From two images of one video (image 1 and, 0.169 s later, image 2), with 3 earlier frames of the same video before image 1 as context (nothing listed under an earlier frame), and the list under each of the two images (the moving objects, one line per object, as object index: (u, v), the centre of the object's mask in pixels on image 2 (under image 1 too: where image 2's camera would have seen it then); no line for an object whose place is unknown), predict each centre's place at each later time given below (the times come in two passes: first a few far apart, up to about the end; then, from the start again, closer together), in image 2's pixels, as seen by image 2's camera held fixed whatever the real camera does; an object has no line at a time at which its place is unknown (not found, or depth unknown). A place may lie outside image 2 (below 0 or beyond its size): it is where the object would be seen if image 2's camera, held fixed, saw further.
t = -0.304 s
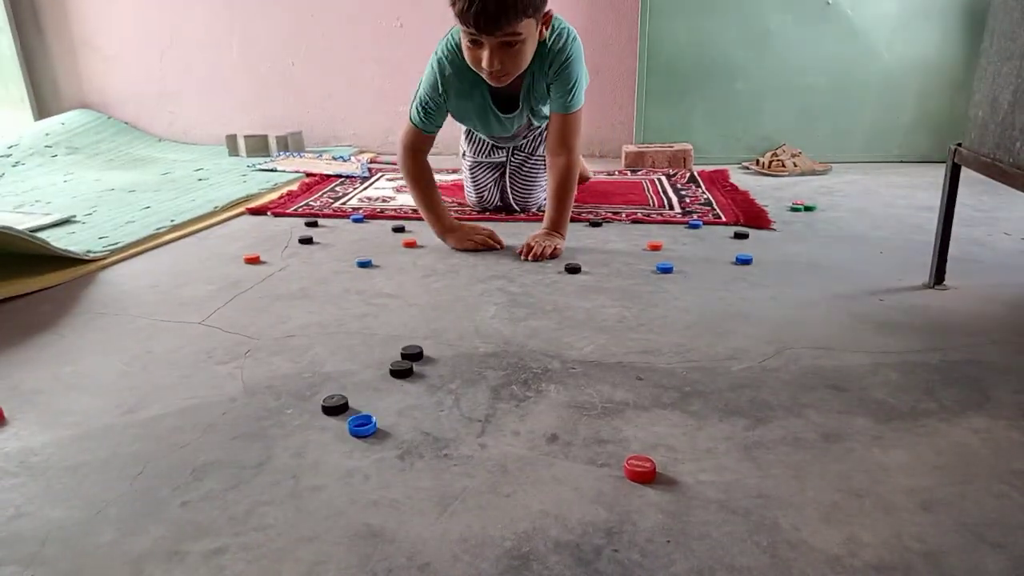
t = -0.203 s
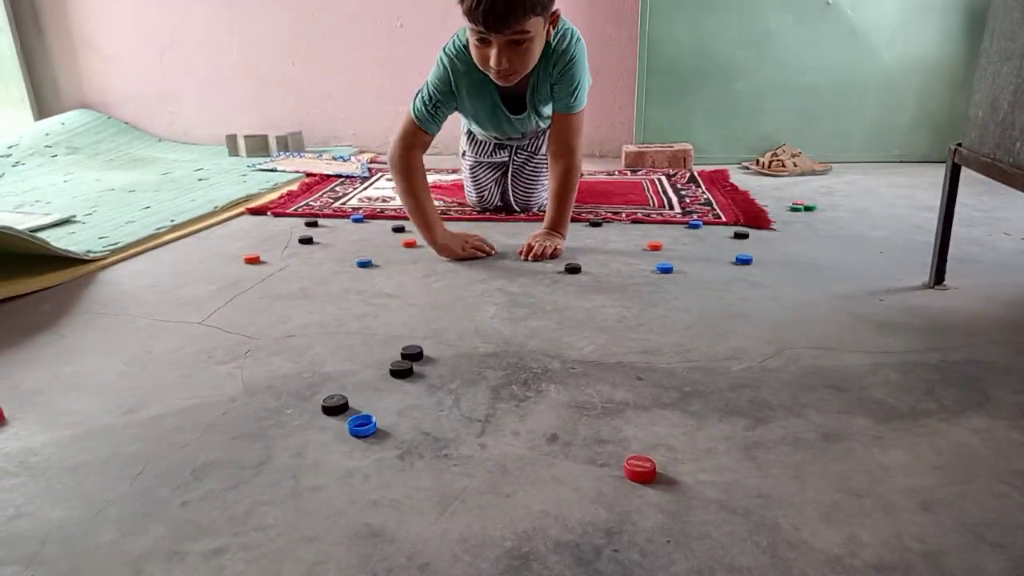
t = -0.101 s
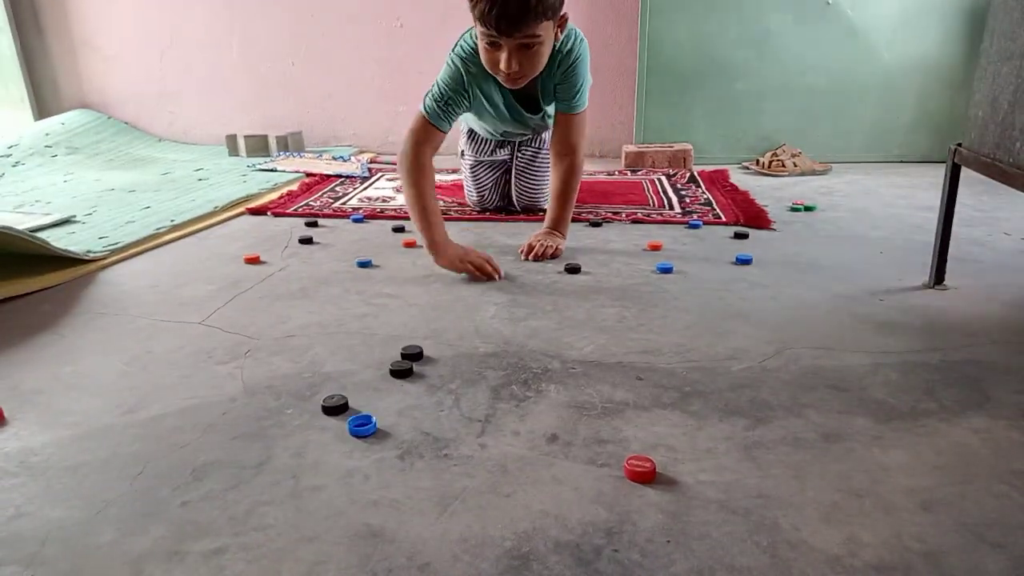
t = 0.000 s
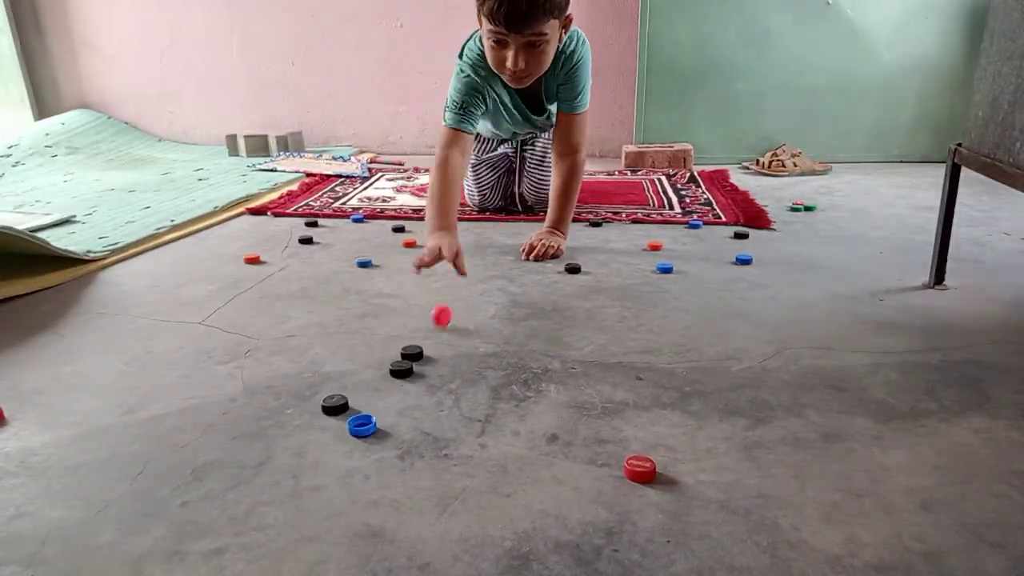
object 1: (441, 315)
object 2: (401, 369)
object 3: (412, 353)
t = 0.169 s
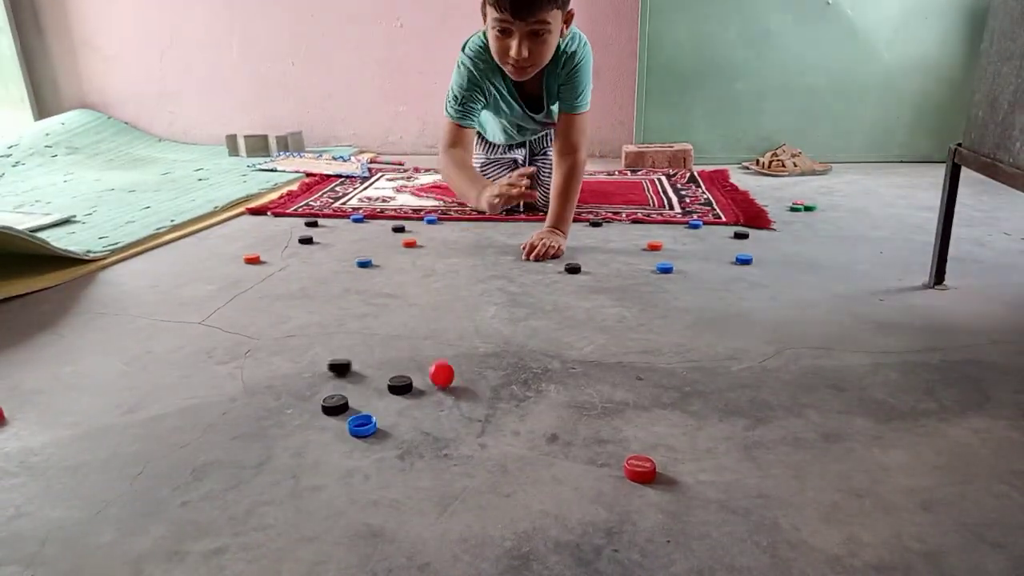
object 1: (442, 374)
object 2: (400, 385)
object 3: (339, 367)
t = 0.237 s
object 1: (451, 383)
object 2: (401, 386)
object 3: (313, 371)
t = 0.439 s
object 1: (462, 437)
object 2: (401, 386)
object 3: (293, 375)
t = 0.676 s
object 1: (466, 440)
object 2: (401, 386)
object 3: (293, 374)
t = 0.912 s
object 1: (467, 440)
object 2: (401, 386)
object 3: (293, 374)
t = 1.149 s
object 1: (467, 441)
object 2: (401, 386)
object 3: (293, 375)
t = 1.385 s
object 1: (467, 440)
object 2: (401, 386)
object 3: (293, 374)
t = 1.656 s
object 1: (467, 440)
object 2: (401, 386)
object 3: (293, 375)
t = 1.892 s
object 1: (467, 440)
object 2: (401, 386)
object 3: (293, 375)
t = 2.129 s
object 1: (467, 440)
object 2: (401, 386)
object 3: (293, 374)
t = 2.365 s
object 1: (467, 440)
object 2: (401, 386)
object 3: (293, 374)
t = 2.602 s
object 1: (468, 441)
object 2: (401, 386)
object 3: (293, 375)
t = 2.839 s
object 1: (467, 441)
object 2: (401, 386)
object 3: (293, 375)
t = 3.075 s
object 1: (468, 441)
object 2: (401, 386)
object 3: (293, 375)
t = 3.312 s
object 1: (467, 441)
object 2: (401, 386)
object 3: (293, 375)
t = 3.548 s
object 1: (468, 441)
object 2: (401, 386)
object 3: (293, 374)
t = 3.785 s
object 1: (468, 441)
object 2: (401, 386)
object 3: (293, 375)
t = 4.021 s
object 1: (467, 441)
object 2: (401, 386)
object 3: (293, 375)
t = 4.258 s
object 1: (467, 441)
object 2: (401, 386)
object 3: (293, 375)
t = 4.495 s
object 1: (467, 441)
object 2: (401, 386)
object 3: (293, 375)
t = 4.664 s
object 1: (467, 441)
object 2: (401, 386)
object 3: (293, 375)
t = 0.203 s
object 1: (443, 377)
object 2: (401, 386)
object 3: (325, 369)
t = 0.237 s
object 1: (451, 383)
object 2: (401, 386)
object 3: (313, 371)
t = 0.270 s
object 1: (456, 396)
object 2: (401, 386)
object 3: (305, 370)
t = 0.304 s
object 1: (455, 406)
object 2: (401, 386)
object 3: (300, 372)
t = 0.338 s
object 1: (458, 411)
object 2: (401, 386)
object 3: (297, 371)
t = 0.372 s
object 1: (459, 419)
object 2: (401, 386)
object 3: (294, 374)
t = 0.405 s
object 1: (461, 429)
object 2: (401, 386)
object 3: (293, 375)
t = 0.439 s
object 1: (462, 437)
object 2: (401, 386)
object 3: (293, 375)
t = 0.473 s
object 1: (461, 437)
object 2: (401, 386)
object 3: (293, 375)
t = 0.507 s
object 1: (463, 440)
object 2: (401, 386)
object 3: (293, 375)
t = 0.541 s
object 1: (462, 440)
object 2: (401, 386)
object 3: (293, 375)
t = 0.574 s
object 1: (463, 441)
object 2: (401, 386)
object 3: (293, 375)
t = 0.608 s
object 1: (465, 440)
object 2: (401, 386)
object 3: (293, 375)
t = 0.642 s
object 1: (464, 439)
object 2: (401, 386)
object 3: (293, 375)
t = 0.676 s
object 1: (466, 440)
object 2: (401, 386)
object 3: (293, 374)
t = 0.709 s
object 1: (465, 439)
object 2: (401, 386)
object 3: (293, 375)
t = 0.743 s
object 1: (466, 440)
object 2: (401, 386)
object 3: (293, 375)
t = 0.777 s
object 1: (467, 440)
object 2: (401, 386)
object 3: (293, 375)
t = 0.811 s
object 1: (467, 440)
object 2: (401, 386)
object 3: (293, 374)
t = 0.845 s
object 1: (467, 440)
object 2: (401, 386)
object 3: (293, 374)
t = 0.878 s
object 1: (467, 440)
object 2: (401, 386)
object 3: (293, 374)
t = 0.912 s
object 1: (467, 440)
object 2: (401, 386)
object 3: (293, 374)
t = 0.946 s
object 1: (467, 440)
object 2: (401, 386)
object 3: (293, 374)
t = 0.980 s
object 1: (467, 440)
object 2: (401, 386)
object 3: (293, 375)
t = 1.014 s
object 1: (467, 440)
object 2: (401, 386)
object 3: (293, 375)
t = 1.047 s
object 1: (467, 441)
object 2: (401, 386)
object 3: (293, 375)
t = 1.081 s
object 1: (467, 440)
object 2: (401, 386)
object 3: (293, 375)
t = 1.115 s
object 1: (467, 440)
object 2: (401, 386)
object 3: (293, 374)
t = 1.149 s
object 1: (467, 441)
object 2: (401, 386)
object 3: (293, 375)
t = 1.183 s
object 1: (467, 440)
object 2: (401, 386)
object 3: (293, 374)
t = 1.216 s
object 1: (467, 440)
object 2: (401, 386)
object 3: (293, 374)
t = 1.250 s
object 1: (467, 440)
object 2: (401, 386)
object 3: (293, 374)
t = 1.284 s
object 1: (467, 441)
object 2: (401, 386)
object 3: (293, 374)
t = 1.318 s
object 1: (467, 441)
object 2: (401, 386)
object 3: (293, 374)
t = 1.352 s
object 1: (467, 441)
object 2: (401, 386)
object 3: (293, 374)
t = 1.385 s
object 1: (467, 440)
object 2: (401, 386)
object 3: (293, 374)
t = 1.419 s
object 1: (467, 441)
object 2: (401, 386)
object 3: (293, 374)
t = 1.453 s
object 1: (467, 440)
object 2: (401, 386)
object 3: (293, 374)
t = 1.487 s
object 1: (467, 440)
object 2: (401, 386)
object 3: (293, 374)
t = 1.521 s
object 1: (467, 440)
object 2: (401, 386)
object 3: (293, 374)
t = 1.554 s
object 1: (467, 440)
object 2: (401, 386)
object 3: (293, 374)
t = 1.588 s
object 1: (467, 440)
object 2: (401, 386)
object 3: (293, 375)
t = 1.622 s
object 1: (467, 440)
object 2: (401, 386)
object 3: (293, 375)
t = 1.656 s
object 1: (467, 440)
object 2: (401, 386)
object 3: (293, 375)
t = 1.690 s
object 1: (467, 441)
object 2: (401, 386)
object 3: (293, 375)
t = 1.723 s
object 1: (467, 440)
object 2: (401, 386)
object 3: (293, 375)
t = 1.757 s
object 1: (467, 440)
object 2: (401, 386)
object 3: (293, 375)
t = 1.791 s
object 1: (467, 440)
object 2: (401, 386)
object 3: (293, 374)
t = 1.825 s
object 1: (467, 440)
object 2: (401, 386)
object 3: (293, 374)
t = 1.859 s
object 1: (467, 440)
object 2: (401, 386)
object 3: (293, 374)
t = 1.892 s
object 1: (467, 440)
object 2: (401, 386)
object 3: (293, 375)
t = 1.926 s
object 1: (467, 440)
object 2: (401, 386)
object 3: (293, 375)
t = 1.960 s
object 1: (467, 440)
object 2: (401, 386)
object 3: (293, 375)
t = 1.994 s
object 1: (467, 440)
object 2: (401, 386)
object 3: (293, 374)
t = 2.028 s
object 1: (467, 440)
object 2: (401, 386)
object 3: (293, 374)
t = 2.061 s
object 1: (467, 440)
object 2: (401, 386)
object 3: (293, 374)
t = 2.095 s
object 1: (467, 440)
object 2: (401, 386)
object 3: (293, 374)
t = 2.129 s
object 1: (467, 440)
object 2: (401, 386)
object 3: (293, 374)
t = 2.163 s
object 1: (467, 440)
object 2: (401, 386)
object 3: (293, 374)
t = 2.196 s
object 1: (467, 440)
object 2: (401, 386)
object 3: (293, 374)
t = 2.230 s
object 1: (467, 441)
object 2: (401, 386)
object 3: (293, 374)
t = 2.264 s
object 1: (467, 440)
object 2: (401, 386)
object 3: (293, 374)
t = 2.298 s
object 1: (467, 440)
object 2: (401, 386)
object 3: (293, 374)
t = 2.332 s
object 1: (467, 440)
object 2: (401, 386)
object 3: (293, 374)
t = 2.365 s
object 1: (467, 440)
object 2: (401, 386)
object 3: (293, 374)
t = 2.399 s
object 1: (467, 441)
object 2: (401, 386)
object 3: (293, 374)
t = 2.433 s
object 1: (467, 440)
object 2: (401, 386)
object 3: (293, 374)
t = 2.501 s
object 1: (468, 441)
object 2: (401, 386)
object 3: (293, 375)
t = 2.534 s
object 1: (467, 441)
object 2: (401, 386)
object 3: (293, 375)
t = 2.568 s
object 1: (468, 441)
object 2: (401, 386)
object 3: (293, 374)
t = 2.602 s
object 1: (468, 441)
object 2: (401, 386)
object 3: (293, 375)
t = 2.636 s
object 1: (467, 441)
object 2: (401, 386)
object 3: (293, 375)
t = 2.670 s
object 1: (467, 441)
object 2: (401, 386)
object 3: (293, 375)
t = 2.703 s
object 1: (468, 441)
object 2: (401, 386)
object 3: (293, 375)
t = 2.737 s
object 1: (468, 441)
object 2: (401, 386)
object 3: (293, 374)
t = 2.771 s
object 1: (468, 441)
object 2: (401, 386)
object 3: (293, 375)
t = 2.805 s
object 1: (467, 441)
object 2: (401, 386)
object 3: (293, 375)
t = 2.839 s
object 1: (467, 441)
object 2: (401, 386)
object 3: (293, 375)
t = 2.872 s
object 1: (468, 441)
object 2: (401, 386)
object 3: (293, 375)
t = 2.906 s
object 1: (468, 441)
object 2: (401, 386)
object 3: (293, 375)
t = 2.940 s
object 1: (468, 441)
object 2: (401, 386)
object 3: (293, 375)
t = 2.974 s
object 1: (467, 441)
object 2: (401, 386)
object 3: (293, 375)
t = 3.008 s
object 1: (467, 441)
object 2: (401, 386)
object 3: (293, 375)
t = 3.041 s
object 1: (468, 441)
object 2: (401, 386)
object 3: (293, 375)
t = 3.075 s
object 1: (468, 441)
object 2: (401, 386)
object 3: (293, 375)
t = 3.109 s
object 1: (467, 441)
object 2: (401, 386)
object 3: (293, 375)
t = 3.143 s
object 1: (468, 441)
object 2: (401, 386)
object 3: (293, 375)
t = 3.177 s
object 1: (467, 441)
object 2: (401, 386)
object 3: (293, 375)
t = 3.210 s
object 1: (467, 441)
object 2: (401, 386)
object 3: (293, 375)
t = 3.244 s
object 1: (467, 441)
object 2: (401, 386)
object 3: (293, 375)
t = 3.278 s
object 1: (468, 441)
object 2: (401, 386)
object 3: (293, 375)
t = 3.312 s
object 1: (467, 441)
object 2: (401, 386)
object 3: (293, 375)
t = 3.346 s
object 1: (467, 441)
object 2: (401, 386)
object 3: (293, 375)
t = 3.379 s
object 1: (467, 441)
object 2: (401, 386)
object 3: (293, 375)
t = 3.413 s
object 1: (468, 441)
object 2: (401, 386)
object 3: (293, 374)
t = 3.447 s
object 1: (467, 441)
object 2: (401, 386)
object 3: (293, 375)
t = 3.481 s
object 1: (468, 441)
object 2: (401, 386)
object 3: (293, 375)
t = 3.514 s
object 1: (468, 441)
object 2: (401, 386)
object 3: (293, 375)
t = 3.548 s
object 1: (468, 441)
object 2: (401, 386)
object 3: (293, 374)
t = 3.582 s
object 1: (467, 441)
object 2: (401, 386)
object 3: (293, 375)
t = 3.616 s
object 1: (467, 441)
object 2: (401, 386)
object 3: (293, 375)
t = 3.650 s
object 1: (468, 441)
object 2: (401, 386)
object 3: (293, 375)
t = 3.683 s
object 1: (468, 441)
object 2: (401, 386)
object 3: (293, 375)
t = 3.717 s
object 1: (468, 441)
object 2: (401, 386)
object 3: (293, 375)
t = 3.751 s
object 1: (468, 441)
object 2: (401, 386)
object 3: (293, 374)
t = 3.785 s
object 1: (468, 441)
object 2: (401, 386)
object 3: (293, 375)
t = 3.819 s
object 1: (467, 441)
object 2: (401, 386)
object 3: (293, 375)
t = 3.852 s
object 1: (468, 441)
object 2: (401, 386)
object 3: (293, 375)
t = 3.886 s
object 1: (468, 441)
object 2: (401, 386)
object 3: (293, 374)
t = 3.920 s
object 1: (468, 441)
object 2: (401, 386)
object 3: (293, 374)
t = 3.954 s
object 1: (468, 441)
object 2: (401, 386)
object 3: (293, 374)
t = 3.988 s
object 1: (467, 441)
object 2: (401, 386)
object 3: (293, 375)
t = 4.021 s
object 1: (467, 441)
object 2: (401, 386)
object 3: (293, 375)
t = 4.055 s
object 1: (468, 441)
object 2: (401, 386)
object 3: (293, 374)
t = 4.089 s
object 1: (468, 441)
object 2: (401, 386)
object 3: (293, 374)
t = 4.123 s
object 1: (468, 441)
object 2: (401, 386)
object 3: (293, 374)
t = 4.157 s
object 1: (467, 441)
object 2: (401, 386)
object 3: (293, 375)
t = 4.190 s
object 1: (467, 441)
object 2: (401, 386)
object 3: (293, 375)
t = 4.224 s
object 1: (468, 441)
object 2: (401, 386)
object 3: (293, 375)
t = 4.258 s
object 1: (467, 441)
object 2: (401, 386)
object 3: (293, 375)
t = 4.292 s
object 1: (467, 441)
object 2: (401, 386)
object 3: (293, 375)
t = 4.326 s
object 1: (467, 441)
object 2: (401, 386)
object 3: (293, 375)
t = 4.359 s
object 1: (467, 441)
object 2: (401, 386)
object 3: (293, 375)
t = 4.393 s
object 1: (467, 441)
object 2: (401, 386)
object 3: (293, 375)
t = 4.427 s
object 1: (468, 440)
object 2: (401, 386)
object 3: (293, 374)
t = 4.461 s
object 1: (467, 441)
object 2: (401, 386)
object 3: (293, 375)
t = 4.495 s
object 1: (467, 441)
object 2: (401, 386)
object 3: (293, 375)
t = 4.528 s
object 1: (467, 441)
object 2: (401, 386)
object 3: (293, 375)
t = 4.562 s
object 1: (468, 440)
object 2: (401, 386)
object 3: (293, 374)
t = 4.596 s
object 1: (467, 441)
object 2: (401, 386)
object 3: (293, 374)
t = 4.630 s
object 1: (468, 441)
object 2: (401, 386)
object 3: (293, 375)
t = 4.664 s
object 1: (467, 441)
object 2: (401, 386)
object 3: (293, 375)
